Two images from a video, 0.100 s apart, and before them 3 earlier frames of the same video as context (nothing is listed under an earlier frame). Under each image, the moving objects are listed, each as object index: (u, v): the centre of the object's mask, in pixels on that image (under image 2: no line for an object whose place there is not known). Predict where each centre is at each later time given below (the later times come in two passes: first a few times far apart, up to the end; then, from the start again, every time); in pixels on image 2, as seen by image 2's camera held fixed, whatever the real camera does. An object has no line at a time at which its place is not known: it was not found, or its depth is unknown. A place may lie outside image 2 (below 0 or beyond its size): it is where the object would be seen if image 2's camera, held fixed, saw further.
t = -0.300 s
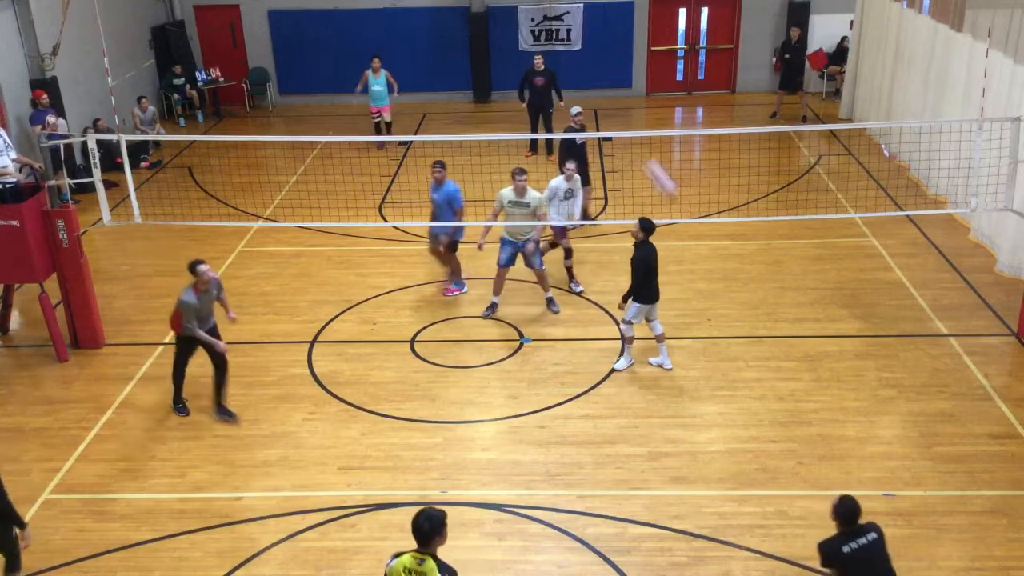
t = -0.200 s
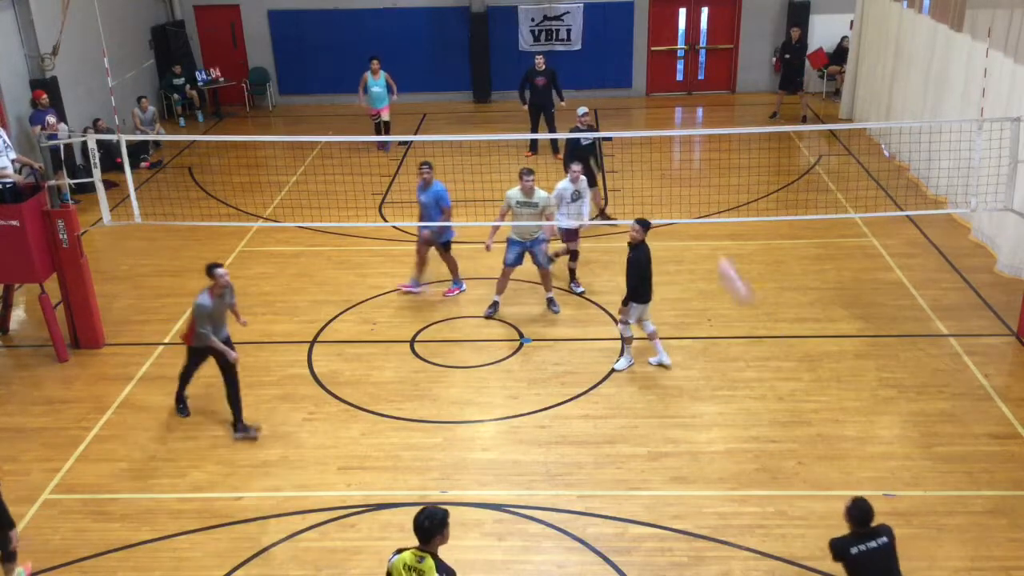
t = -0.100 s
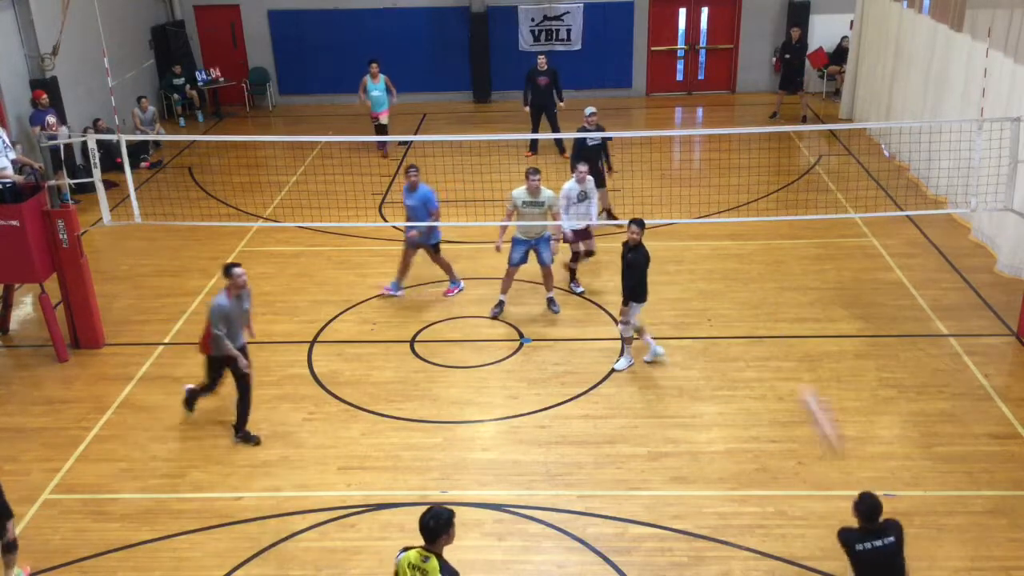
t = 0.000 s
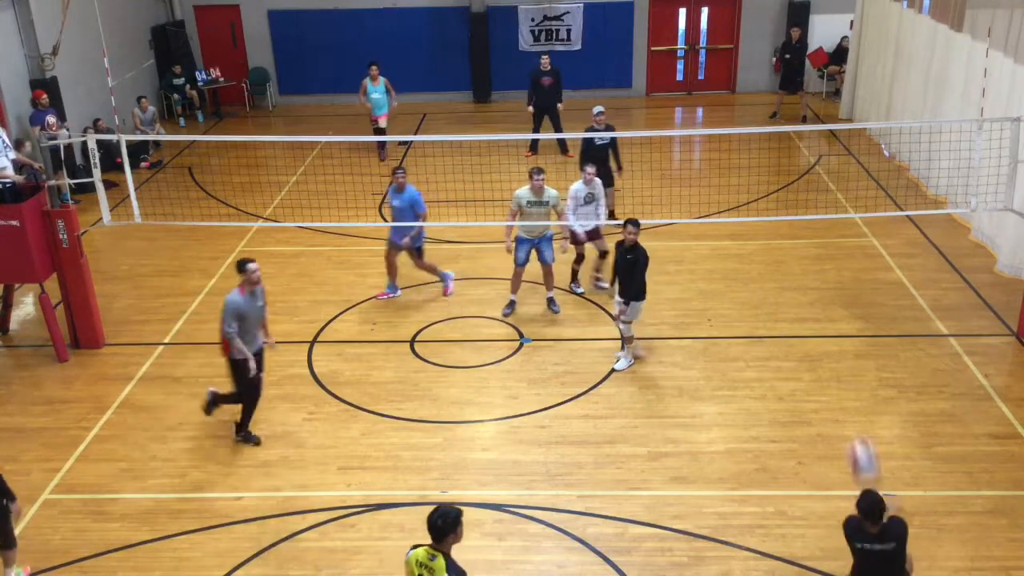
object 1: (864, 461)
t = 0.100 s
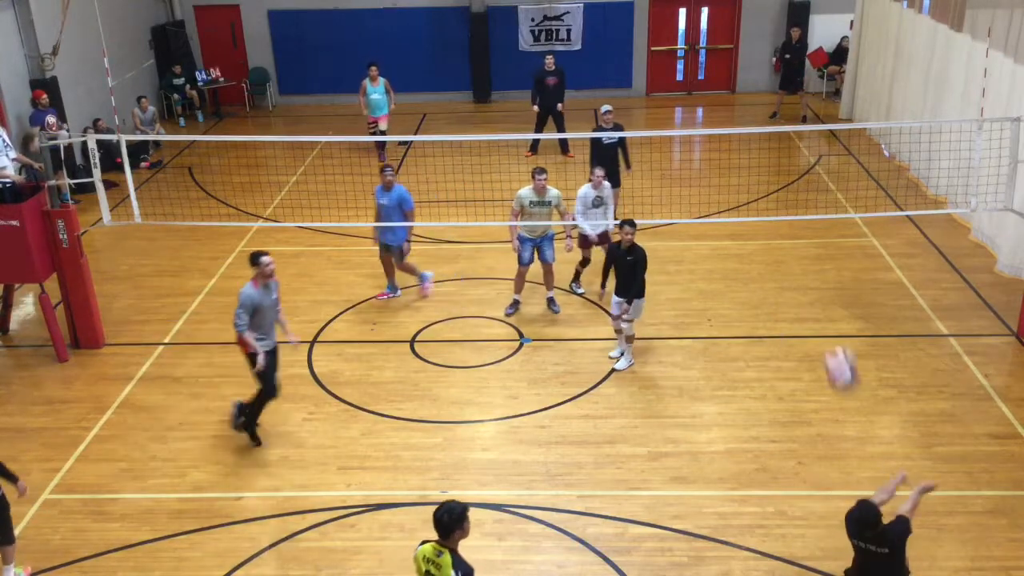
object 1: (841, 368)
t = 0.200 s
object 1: (818, 283)
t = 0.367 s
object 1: (773, 166)
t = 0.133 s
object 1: (833, 341)
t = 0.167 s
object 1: (827, 312)
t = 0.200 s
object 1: (818, 283)
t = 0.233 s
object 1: (809, 257)
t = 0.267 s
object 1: (801, 235)
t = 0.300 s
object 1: (791, 208)
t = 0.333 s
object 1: (782, 186)
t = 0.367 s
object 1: (773, 166)
